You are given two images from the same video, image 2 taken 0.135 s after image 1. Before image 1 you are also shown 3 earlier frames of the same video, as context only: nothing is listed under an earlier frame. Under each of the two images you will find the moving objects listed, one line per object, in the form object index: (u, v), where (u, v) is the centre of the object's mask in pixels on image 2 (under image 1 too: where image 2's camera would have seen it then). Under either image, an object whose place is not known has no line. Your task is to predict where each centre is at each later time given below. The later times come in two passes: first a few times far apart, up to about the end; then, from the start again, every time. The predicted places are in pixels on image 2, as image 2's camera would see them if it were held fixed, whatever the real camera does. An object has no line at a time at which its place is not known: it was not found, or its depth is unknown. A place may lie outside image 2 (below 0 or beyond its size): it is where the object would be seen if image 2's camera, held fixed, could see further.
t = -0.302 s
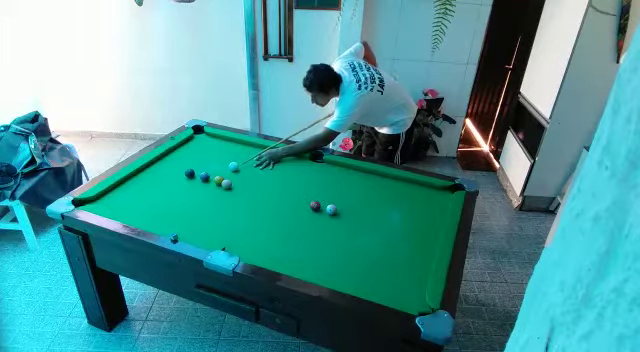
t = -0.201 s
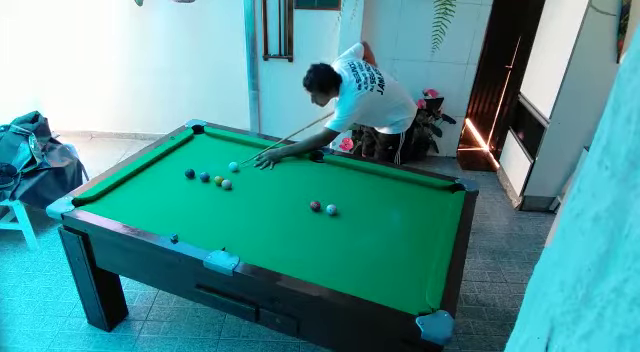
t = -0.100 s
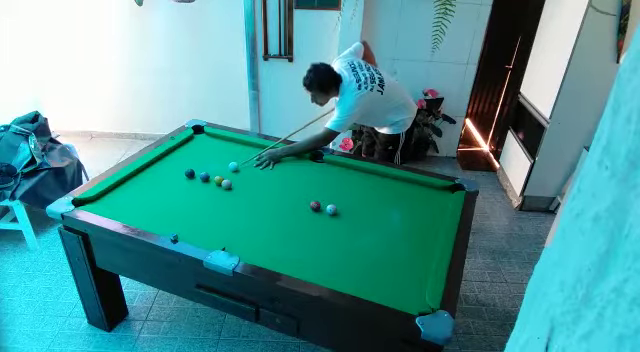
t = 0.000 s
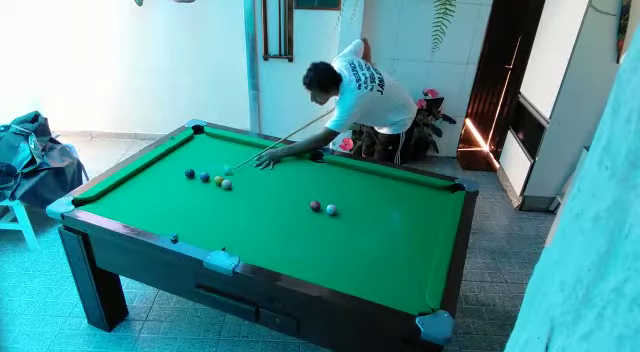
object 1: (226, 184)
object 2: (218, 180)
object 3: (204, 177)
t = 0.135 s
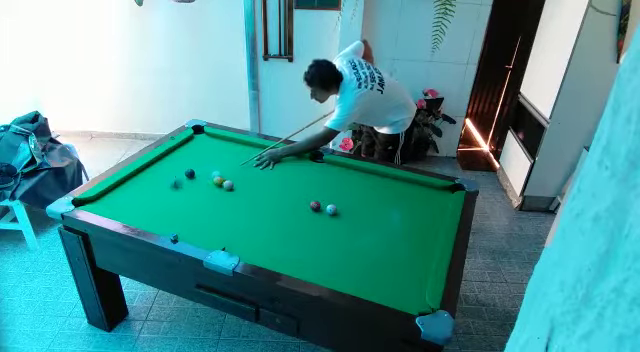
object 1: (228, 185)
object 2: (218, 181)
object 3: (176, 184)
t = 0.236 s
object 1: (231, 187)
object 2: (216, 182)
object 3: (147, 191)
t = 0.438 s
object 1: (238, 190)
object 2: (212, 185)
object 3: (90, 200)
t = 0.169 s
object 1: (228, 186)
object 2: (218, 181)
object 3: (166, 185)
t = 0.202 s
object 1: (230, 186)
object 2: (217, 181)
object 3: (156, 188)
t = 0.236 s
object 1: (231, 187)
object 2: (216, 182)
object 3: (147, 191)
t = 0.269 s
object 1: (232, 187)
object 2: (215, 183)
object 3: (138, 193)
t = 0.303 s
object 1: (234, 188)
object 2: (215, 183)
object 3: (128, 195)
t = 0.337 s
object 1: (235, 188)
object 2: (213, 184)
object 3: (118, 197)
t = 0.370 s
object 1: (236, 189)
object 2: (213, 184)
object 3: (107, 197)
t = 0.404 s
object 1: (237, 189)
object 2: (213, 184)
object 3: (98, 199)
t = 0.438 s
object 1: (238, 190)
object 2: (212, 185)
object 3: (90, 200)
